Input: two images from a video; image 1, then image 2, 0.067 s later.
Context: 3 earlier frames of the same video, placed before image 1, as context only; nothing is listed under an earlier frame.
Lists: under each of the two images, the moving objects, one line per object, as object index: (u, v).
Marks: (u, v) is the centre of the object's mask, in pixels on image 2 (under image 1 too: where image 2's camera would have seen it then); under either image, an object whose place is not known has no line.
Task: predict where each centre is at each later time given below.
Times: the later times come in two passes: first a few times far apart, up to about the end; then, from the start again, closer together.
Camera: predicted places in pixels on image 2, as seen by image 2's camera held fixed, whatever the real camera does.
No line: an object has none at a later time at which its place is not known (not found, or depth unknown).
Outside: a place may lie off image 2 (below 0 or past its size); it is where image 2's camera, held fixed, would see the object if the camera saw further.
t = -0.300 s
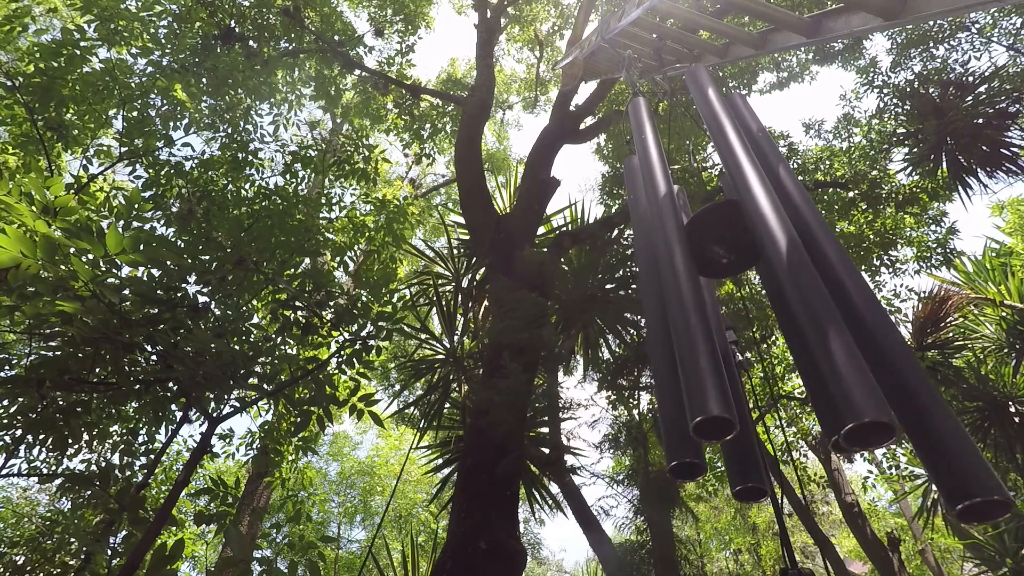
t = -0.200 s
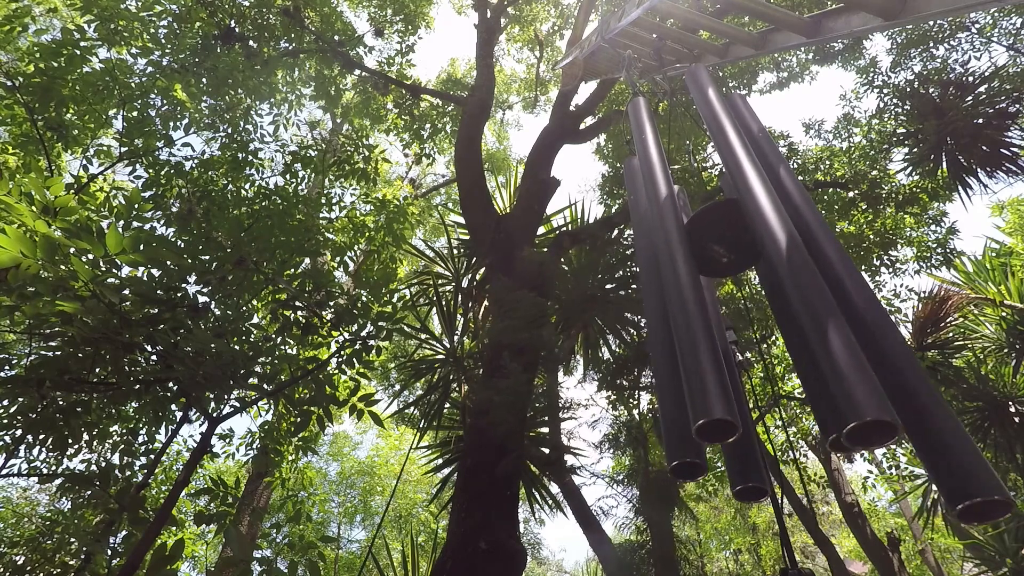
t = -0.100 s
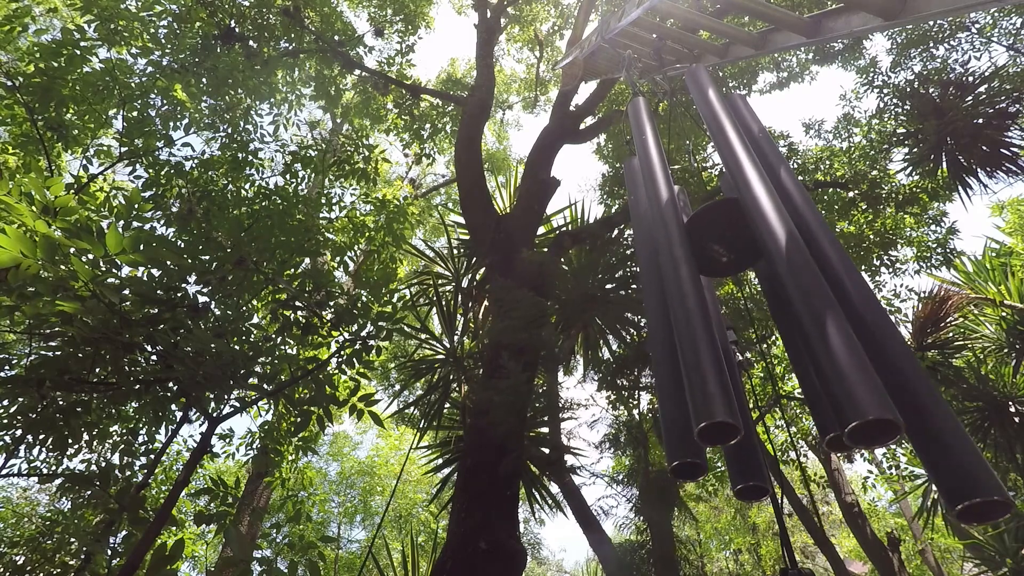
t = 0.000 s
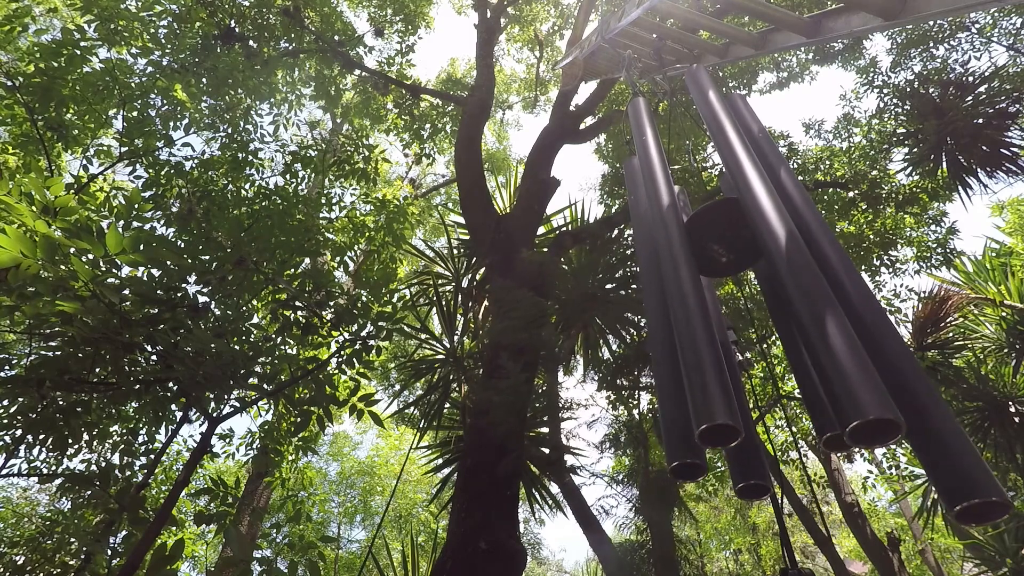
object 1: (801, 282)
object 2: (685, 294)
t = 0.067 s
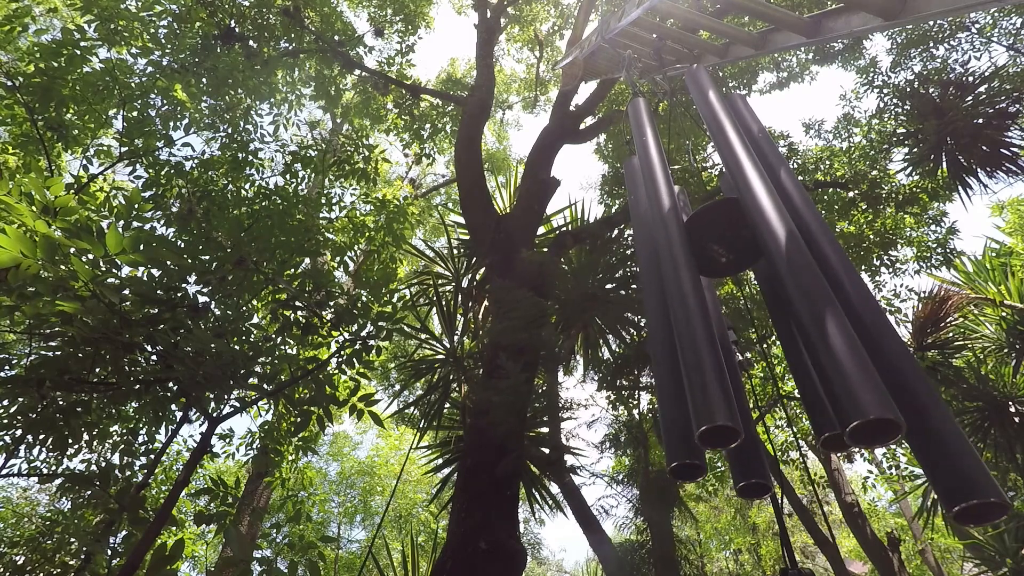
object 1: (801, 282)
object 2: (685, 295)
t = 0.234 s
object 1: (800, 283)
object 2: (684, 296)
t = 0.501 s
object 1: (798, 283)
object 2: (681, 296)
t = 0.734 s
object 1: (794, 281)
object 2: (678, 294)
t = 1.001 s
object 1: (791, 287)
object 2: (675, 291)
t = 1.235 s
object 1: (791, 287)
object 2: (676, 290)
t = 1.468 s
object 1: (793, 289)
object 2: (679, 290)
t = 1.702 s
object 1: (796, 282)
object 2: (683, 292)
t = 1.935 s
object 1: (801, 283)
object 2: (685, 294)
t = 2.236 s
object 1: (801, 282)
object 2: (684, 296)
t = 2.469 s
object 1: (799, 280)
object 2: (681, 295)
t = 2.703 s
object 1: (795, 290)
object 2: (678, 293)
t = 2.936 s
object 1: (791, 287)
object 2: (676, 290)
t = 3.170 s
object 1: (790, 288)
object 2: (676, 290)
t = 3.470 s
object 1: (792, 292)
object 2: (679, 291)
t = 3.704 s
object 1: (796, 278)
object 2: (682, 294)
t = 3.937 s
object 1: (799, 281)
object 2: (683, 295)
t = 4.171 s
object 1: (801, 281)
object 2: (683, 295)
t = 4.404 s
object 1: (800, 279)
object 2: (681, 293)
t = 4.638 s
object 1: (797, 282)
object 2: (679, 292)
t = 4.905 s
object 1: (792, 290)
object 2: (677, 291)
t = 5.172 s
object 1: (790, 294)
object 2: (677, 292)
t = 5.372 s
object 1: (789, 280)
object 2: (678, 293)
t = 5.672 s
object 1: (793, 282)
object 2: (679, 295)
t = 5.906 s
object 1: (797, 282)
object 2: (680, 296)
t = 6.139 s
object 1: (799, 280)
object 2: (681, 295)
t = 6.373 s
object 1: (800, 282)
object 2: (680, 292)
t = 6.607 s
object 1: (798, 291)
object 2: (680, 291)
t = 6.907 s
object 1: (794, 292)
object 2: (679, 291)
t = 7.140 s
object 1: (791, 285)
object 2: (679, 292)
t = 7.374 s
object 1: (789, 279)
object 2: (678, 295)
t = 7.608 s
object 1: (790, 279)
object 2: (677, 297)
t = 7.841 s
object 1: (793, 281)
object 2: (677, 296)
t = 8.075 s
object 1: (796, 289)
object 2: (678, 294)
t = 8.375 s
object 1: (799, 290)
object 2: (680, 290)
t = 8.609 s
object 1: (799, 292)
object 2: (681, 290)
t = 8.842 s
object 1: (796, 279)
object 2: (681, 290)
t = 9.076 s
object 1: (794, 278)
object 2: (681, 292)
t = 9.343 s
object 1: (792, 283)
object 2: (679, 295)
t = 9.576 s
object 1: (791, 284)
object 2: (676, 297)
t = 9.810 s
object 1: (792, 289)
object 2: (676, 296)
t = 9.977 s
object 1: (793, 289)
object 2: (676, 295)
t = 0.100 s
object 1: (800, 283)
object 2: (684, 295)
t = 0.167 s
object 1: (801, 283)
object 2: (685, 295)
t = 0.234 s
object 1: (800, 283)
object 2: (684, 296)
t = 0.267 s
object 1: (800, 283)
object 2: (684, 296)
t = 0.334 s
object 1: (799, 283)
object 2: (683, 296)
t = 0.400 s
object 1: (799, 283)
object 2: (682, 297)
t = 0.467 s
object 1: (798, 283)
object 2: (682, 296)
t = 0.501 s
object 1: (798, 283)
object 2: (681, 296)
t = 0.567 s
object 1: (796, 282)
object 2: (680, 296)
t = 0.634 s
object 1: (795, 282)
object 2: (679, 295)
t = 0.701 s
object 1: (794, 281)
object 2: (678, 294)
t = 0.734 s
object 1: (794, 281)
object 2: (678, 294)
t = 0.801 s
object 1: (793, 290)
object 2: (676, 293)
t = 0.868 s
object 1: (792, 289)
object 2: (676, 292)
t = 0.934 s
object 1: (791, 287)
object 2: (676, 291)
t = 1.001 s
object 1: (791, 287)
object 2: (675, 291)
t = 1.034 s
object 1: (791, 287)
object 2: (675, 291)
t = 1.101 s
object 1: (791, 287)
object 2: (675, 290)
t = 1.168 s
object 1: (791, 287)
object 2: (676, 290)
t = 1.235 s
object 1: (791, 287)
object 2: (676, 290)
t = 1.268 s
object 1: (791, 287)
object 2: (676, 290)
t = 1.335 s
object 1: (792, 288)
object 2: (677, 290)
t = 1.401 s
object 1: (792, 288)
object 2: (678, 289)
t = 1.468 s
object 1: (793, 289)
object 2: (679, 290)
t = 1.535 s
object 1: (794, 290)
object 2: (680, 291)
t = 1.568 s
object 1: (795, 291)
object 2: (681, 291)
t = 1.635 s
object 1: (795, 282)
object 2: (682, 291)
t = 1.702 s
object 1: (796, 282)
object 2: (683, 292)
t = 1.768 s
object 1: (797, 282)
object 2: (683, 293)
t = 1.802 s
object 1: (798, 281)
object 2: (684, 293)
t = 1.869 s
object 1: (800, 282)
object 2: (684, 294)
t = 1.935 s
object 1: (801, 283)
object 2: (685, 294)
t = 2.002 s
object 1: (801, 282)
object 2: (685, 295)
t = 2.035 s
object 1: (801, 282)
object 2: (685, 296)
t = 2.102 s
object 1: (801, 282)
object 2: (685, 295)
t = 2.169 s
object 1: (801, 283)
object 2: (684, 296)
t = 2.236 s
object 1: (801, 282)
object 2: (684, 296)
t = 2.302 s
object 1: (801, 282)
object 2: (683, 296)
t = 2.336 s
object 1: (801, 282)
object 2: (683, 295)
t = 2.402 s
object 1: (800, 282)
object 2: (682, 295)
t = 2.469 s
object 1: (799, 280)
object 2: (681, 295)
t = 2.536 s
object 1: (798, 280)
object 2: (680, 294)
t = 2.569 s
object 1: (797, 281)
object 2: (680, 294)
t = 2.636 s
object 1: (797, 284)
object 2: (679, 293)
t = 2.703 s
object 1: (795, 290)
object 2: (678, 293)
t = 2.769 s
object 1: (794, 288)
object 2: (677, 292)
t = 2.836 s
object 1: (793, 287)
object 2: (676, 291)
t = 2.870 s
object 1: (792, 287)
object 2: (676, 291)
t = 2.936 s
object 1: (791, 287)
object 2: (676, 290)
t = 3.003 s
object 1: (791, 287)
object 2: (676, 290)
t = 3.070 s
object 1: (790, 287)
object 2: (676, 290)
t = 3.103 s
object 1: (790, 287)
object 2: (676, 290)
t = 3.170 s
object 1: (790, 288)
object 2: (676, 290)
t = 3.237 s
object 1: (790, 289)
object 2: (676, 290)
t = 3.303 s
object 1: (791, 290)
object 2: (677, 290)
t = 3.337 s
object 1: (791, 291)
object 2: (677, 291)
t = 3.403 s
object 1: (791, 291)
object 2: (678, 291)
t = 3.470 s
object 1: (792, 292)
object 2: (679, 291)
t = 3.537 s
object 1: (793, 293)
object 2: (680, 292)
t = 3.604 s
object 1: (794, 294)
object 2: (680, 292)
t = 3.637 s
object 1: (794, 276)
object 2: (681, 293)
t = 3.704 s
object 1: (796, 278)
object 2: (682, 294)
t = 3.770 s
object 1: (797, 282)
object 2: (682, 294)
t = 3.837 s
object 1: (798, 282)
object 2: (683, 295)
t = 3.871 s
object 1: (799, 282)
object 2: (683, 295)
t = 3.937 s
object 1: (799, 281)
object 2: (683, 295)
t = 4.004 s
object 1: (800, 281)
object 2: (683, 295)
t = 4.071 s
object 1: (801, 281)
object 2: (683, 295)
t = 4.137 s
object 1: (801, 281)
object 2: (682, 295)
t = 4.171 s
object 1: (801, 281)
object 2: (683, 295)
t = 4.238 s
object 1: (801, 281)
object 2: (682, 295)
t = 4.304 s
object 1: (801, 280)
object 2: (682, 294)
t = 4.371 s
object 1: (800, 279)
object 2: (681, 294)
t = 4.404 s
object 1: (800, 279)
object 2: (681, 293)
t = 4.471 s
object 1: (799, 279)
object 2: (680, 293)
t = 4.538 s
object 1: (798, 281)
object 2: (680, 292)
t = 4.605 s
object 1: (798, 280)
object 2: (679, 293)
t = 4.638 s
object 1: (797, 282)
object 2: (679, 292)
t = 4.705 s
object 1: (795, 289)
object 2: (678, 291)
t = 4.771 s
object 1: (794, 289)
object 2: (677, 291)
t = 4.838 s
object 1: (793, 289)
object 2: (677, 291)
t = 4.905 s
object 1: (792, 290)
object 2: (677, 291)
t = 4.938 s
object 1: (792, 290)
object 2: (677, 291)
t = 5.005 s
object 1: (791, 291)
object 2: (676, 291)
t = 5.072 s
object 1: (791, 292)
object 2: (677, 291)
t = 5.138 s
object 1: (790, 293)
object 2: (677, 292)
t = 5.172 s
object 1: (790, 294)
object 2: (677, 292)
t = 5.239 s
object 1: (790, 294)
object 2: (677, 292)
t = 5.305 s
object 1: (790, 295)
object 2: (677, 292)
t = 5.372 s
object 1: (789, 280)
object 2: (678, 293)
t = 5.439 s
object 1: (790, 279)
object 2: (678, 294)
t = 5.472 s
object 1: (790, 281)
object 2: (678, 294)
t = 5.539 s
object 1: (790, 280)
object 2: (679, 294)
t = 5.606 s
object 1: (792, 279)
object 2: (679, 295)
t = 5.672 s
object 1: (793, 282)
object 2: (679, 295)
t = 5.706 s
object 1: (794, 282)
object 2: (680, 295)
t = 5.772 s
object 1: (796, 283)
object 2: (680, 296)
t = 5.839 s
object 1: (796, 282)
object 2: (680, 296)
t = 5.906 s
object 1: (797, 282)
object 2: (680, 296)
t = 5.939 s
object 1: (797, 282)
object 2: (680, 296)
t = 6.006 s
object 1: (798, 281)
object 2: (680, 295)
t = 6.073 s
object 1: (798, 281)
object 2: (681, 295)
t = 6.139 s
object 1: (799, 280)
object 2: (681, 295)
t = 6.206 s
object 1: (799, 279)
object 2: (680, 294)
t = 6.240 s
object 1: (800, 282)
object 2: (681, 294)
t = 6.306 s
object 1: (800, 282)
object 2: (681, 293)
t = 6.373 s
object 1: (800, 282)
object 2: (680, 292)
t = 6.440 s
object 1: (800, 283)
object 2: (680, 292)
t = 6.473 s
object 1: (800, 283)
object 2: (680, 292)
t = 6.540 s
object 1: (799, 289)
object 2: (680, 291)
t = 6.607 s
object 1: (798, 291)
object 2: (680, 291)
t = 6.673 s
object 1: (797, 290)
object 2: (680, 290)
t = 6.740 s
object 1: (796, 291)
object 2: (679, 291)
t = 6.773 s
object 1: (795, 291)
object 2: (679, 291)
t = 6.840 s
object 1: (794, 292)
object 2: (679, 291)
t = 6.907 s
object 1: (794, 292)
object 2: (679, 291)
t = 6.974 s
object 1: (792, 293)
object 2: (678, 291)
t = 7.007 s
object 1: (793, 294)
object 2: (679, 291)
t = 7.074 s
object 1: (792, 295)
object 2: (678, 292)
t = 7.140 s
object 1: (791, 285)
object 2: (679, 292)
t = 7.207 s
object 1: (790, 284)
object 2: (678, 293)
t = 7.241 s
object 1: (790, 281)
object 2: (678, 293)
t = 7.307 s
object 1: (790, 280)
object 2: (678, 294)
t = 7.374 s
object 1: (789, 279)
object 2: (678, 295)
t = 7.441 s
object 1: (789, 279)
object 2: (678, 295)
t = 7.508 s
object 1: (789, 279)
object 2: (678, 296)
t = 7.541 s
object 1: (789, 279)
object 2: (677, 296)
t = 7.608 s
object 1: (790, 279)
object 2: (677, 297)
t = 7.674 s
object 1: (791, 282)
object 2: (677, 297)
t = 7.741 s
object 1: (791, 280)
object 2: (677, 296)
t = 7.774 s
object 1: (792, 279)
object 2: (677, 296)
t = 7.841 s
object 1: (793, 281)
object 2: (677, 296)
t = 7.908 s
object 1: (794, 291)
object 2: (678, 296)
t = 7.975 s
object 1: (795, 290)
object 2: (678, 295)
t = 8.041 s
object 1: (796, 290)
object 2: (678, 294)
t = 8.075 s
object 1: (796, 289)
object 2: (678, 294)
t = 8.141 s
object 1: (797, 290)
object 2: (678, 293)
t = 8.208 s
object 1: (798, 290)
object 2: (679, 292)
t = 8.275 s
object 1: (799, 290)
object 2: (680, 292)
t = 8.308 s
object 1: (799, 290)
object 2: (680, 291)
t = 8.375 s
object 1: (799, 290)
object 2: (680, 290)
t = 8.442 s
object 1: (799, 291)
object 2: (681, 290)
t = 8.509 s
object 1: (799, 291)
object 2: (681, 290)
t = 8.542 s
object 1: (798, 291)
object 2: (681, 290)
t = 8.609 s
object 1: (799, 292)
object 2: (681, 290)
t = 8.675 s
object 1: (798, 293)
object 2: (681, 290)
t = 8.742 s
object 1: (797, 293)
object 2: (681, 290)
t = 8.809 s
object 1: (796, 279)
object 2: (681, 290)
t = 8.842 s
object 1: (796, 279)
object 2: (681, 290)
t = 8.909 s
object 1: (795, 278)
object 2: (681, 291)
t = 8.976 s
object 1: (794, 278)
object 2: (681, 291)
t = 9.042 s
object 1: (794, 281)
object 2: (681, 292)
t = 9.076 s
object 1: (794, 278)
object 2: (681, 292)
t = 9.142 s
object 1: (793, 278)
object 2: (681, 294)
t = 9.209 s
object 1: (792, 279)
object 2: (680, 295)
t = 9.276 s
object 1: (792, 278)
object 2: (680, 296)
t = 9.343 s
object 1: (792, 283)
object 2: (679, 295)
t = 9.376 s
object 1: (791, 283)
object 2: (678, 296)
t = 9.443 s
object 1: (791, 284)
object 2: (678, 297)
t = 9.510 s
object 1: (791, 284)
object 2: (677, 297)
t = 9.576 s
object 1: (791, 284)
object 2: (676, 297)
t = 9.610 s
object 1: (791, 292)
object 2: (676, 296)
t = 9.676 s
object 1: (791, 290)
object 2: (676, 297)
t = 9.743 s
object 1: (792, 290)
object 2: (676, 296)
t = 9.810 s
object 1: (792, 289)
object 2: (676, 296)
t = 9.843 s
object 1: (792, 289)
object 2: (676, 296)
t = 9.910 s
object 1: (792, 289)
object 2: (676, 295)
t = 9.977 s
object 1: (793, 289)
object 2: (676, 295)
